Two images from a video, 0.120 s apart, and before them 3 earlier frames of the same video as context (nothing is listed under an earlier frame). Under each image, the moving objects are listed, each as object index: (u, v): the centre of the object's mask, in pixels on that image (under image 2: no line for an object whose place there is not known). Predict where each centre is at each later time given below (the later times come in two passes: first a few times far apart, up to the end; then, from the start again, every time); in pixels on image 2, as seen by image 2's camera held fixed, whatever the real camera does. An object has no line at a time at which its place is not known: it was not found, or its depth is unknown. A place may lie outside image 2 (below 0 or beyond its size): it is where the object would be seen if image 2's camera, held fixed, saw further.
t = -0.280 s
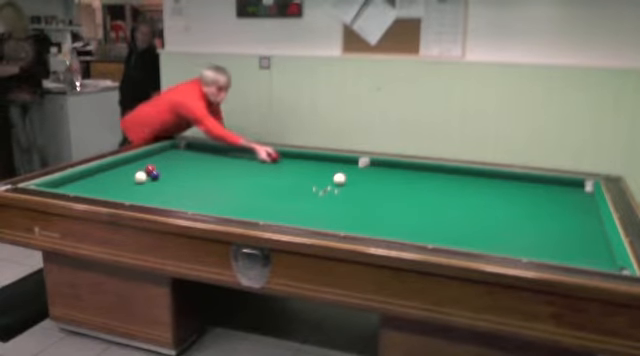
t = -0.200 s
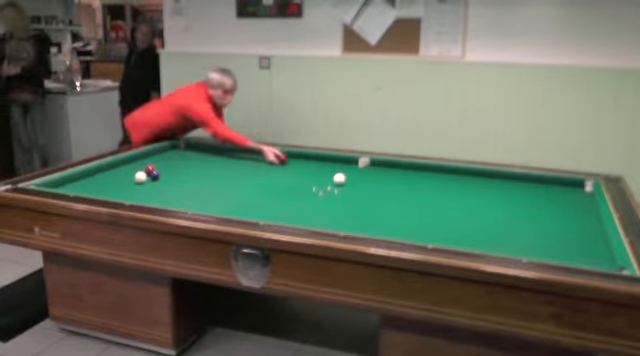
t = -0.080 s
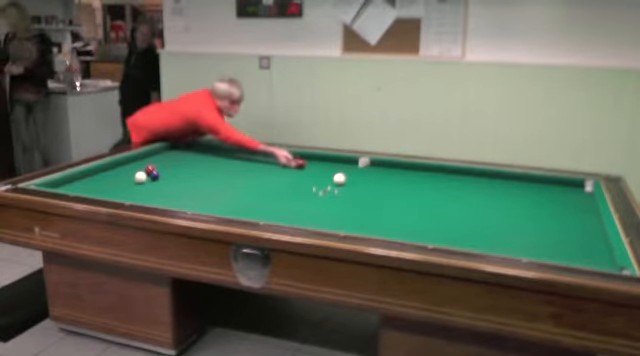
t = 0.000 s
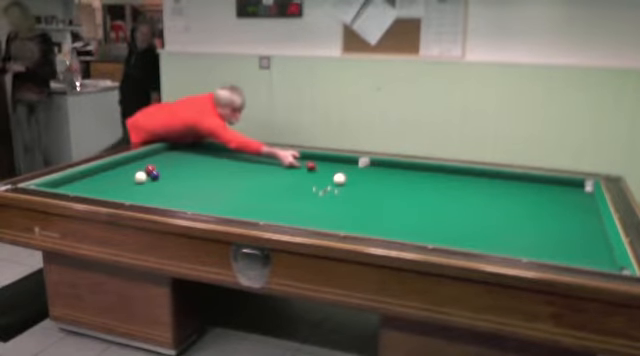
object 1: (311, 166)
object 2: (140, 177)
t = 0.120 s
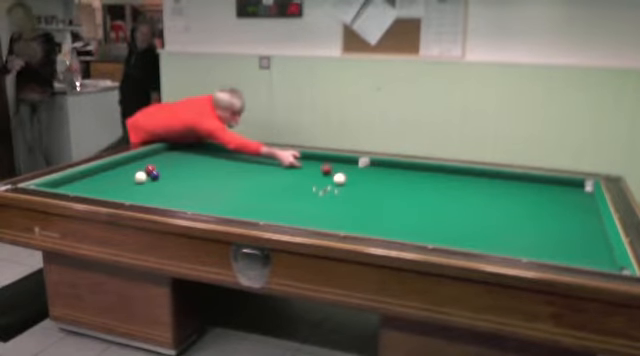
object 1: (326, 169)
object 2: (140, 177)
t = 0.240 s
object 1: (343, 173)
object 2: (140, 177)
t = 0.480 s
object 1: (375, 181)
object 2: (140, 177)
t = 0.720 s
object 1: (411, 189)
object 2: (140, 177)
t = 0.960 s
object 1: (450, 199)
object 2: (140, 177)
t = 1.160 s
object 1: (485, 207)
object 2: (140, 177)
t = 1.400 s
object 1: (528, 218)
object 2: (140, 177)
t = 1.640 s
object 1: (575, 231)
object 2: (140, 177)
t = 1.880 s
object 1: (584, 237)
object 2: (140, 177)
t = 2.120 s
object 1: (556, 237)
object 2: (140, 177)
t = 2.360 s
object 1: (527, 238)
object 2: (140, 177)
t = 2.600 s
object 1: (498, 238)
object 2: (140, 177)
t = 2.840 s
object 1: (468, 238)
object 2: (140, 177)
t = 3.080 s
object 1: (439, 237)
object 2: (140, 177)
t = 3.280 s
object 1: (414, 235)
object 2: (140, 177)
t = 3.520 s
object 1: (389, 234)
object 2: (140, 177)
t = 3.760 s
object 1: (367, 229)
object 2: (140, 177)
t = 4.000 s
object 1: (347, 226)
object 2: (140, 177)
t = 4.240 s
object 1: (328, 222)
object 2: (140, 177)
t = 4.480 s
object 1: (311, 219)
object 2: (140, 177)
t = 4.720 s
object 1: (296, 216)
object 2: (140, 177)
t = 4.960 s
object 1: (281, 213)
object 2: (140, 177)
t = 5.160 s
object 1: (270, 211)
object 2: (140, 177)
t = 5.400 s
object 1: (257, 207)
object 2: (140, 177)
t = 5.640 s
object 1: (245, 205)
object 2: (140, 177)
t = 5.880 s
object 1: (234, 201)
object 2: (140, 177)
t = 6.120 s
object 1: (224, 199)
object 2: (140, 177)
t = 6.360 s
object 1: (214, 196)
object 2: (140, 177)
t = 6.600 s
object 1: (206, 194)
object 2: (140, 177)
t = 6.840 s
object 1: (197, 191)
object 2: (140, 177)
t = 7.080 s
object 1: (190, 189)
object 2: (140, 177)
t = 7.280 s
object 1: (184, 188)
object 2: (140, 177)
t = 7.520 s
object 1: (177, 186)
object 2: (140, 177)
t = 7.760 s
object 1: (171, 184)
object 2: (140, 177)
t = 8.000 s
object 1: (165, 183)
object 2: (140, 177)
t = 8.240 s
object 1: (160, 181)
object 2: (140, 177)
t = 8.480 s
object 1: (155, 180)
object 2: (140, 177)
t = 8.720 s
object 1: (152, 178)
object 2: (140, 177)
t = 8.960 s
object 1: (151, 177)
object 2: (137, 177)
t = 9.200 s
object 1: (151, 177)
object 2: (134, 177)
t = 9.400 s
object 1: (151, 176)
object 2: (131, 176)
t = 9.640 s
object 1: (151, 176)
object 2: (129, 176)
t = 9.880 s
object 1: (151, 176)
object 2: (127, 176)
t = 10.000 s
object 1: (151, 176)
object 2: (126, 176)
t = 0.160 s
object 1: (331, 170)
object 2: (140, 177)
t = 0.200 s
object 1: (336, 170)
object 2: (140, 177)
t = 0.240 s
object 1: (343, 173)
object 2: (140, 177)
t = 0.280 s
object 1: (348, 175)
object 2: (140, 177)
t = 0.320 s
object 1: (353, 176)
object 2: (140, 177)
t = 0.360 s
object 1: (358, 177)
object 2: (140, 177)
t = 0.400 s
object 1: (364, 179)
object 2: (140, 177)
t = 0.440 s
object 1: (370, 180)
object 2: (140, 177)
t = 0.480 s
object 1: (375, 181)
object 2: (140, 177)
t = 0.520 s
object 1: (381, 182)
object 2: (140, 177)
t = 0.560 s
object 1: (387, 184)
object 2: (140, 177)
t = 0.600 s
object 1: (393, 185)
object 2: (140, 177)
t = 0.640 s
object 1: (399, 186)
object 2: (140, 177)
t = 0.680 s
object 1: (405, 188)
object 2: (140, 177)
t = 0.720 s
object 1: (411, 189)
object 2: (140, 177)
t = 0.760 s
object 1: (417, 191)
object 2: (140, 177)
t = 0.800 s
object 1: (424, 192)
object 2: (140, 177)
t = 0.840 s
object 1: (431, 194)
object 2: (140, 177)
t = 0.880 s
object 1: (436, 195)
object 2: (140, 177)
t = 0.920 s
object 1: (443, 197)
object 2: (140, 177)
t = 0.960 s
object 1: (450, 199)
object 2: (140, 177)
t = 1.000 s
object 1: (457, 200)
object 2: (140, 177)
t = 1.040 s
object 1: (464, 202)
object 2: (140, 177)
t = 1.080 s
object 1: (470, 204)
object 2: (140, 177)
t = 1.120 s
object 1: (477, 206)
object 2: (140, 177)
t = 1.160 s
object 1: (485, 207)
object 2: (140, 177)
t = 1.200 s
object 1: (491, 209)
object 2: (140, 177)
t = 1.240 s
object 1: (498, 211)
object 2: (140, 177)
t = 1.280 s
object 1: (505, 213)
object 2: (140, 177)
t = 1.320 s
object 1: (513, 215)
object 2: (140, 177)
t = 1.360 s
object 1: (520, 216)
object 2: (140, 177)
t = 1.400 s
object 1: (528, 218)
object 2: (140, 177)
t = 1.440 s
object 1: (536, 220)
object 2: (140, 177)
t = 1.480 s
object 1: (543, 222)
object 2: (140, 177)
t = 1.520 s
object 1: (551, 224)
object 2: (140, 177)
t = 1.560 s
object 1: (559, 226)
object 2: (140, 177)
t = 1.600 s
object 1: (567, 228)
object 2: (140, 177)
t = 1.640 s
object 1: (575, 231)
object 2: (140, 177)
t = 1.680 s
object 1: (584, 232)
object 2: (140, 177)
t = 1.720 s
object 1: (591, 234)
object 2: (140, 177)
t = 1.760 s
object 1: (600, 236)
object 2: (140, 177)
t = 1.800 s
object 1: (596, 236)
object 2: (140, 177)
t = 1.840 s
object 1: (590, 237)
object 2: (140, 177)
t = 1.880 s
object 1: (584, 237)
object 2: (140, 177)
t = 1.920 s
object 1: (580, 236)
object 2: (140, 177)
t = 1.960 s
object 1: (575, 237)
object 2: (140, 177)
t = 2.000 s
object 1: (570, 237)
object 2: (140, 177)
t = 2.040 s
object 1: (565, 237)
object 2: (140, 177)
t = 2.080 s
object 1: (561, 237)
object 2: (140, 177)
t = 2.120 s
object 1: (556, 237)
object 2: (140, 177)
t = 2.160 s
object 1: (551, 237)
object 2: (140, 177)
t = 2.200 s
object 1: (546, 237)
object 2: (140, 177)
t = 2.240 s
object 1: (541, 238)
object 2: (140, 177)
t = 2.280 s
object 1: (537, 238)
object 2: (140, 177)
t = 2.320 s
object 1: (532, 238)
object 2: (140, 177)
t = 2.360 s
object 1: (527, 238)
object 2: (140, 177)
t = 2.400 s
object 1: (522, 238)
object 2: (140, 177)
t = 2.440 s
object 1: (517, 238)
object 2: (140, 177)
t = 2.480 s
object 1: (512, 238)
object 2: (140, 177)
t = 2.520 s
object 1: (507, 238)
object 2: (140, 177)
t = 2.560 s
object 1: (503, 238)
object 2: (140, 177)
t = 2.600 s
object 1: (498, 238)
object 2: (140, 177)
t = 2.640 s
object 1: (493, 238)
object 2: (140, 177)
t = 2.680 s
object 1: (488, 239)
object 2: (140, 177)
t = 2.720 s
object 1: (483, 238)
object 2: (140, 177)
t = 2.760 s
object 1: (478, 239)
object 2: (140, 177)
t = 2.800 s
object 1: (473, 238)
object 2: (140, 177)
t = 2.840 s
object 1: (468, 238)
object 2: (140, 177)
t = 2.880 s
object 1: (463, 238)
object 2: (140, 177)
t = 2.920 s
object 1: (458, 237)
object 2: (140, 177)
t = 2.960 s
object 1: (453, 238)
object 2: (140, 177)
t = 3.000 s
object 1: (449, 237)
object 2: (140, 177)
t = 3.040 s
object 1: (444, 237)
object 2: (140, 177)
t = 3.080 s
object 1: (439, 237)
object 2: (140, 177)
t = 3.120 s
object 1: (434, 236)
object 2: (140, 177)
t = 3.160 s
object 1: (429, 236)
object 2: (140, 177)
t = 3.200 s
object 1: (424, 236)
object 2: (140, 177)
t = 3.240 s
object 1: (419, 236)
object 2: (140, 177)
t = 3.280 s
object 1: (414, 235)
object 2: (140, 177)
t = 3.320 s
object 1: (410, 235)
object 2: (140, 177)
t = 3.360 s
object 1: (405, 235)
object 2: (140, 177)
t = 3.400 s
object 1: (401, 235)
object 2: (140, 177)
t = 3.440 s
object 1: (396, 235)
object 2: (140, 177)
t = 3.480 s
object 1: (394, 235)
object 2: (140, 177)
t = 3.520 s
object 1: (389, 234)
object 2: (140, 177)
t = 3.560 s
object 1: (384, 234)
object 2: (140, 177)
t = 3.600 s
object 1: (379, 232)
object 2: (140, 177)
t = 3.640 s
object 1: (377, 231)
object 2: (140, 177)
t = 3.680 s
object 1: (374, 231)
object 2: (140, 177)
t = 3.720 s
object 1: (370, 230)
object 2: (140, 177)
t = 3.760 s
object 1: (367, 229)
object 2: (140, 177)
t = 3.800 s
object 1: (363, 228)
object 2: (140, 177)
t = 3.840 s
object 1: (359, 228)
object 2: (140, 177)
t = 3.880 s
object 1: (356, 227)
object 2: (140, 177)
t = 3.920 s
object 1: (352, 227)
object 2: (140, 177)
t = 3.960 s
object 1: (349, 226)
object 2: (140, 177)
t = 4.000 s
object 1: (347, 226)
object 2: (140, 177)
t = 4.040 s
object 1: (343, 225)
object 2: (140, 177)
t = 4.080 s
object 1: (340, 224)
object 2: (140, 177)
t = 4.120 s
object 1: (337, 224)
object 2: (140, 177)
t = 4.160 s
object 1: (334, 223)
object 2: (140, 177)
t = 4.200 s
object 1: (331, 223)
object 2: (140, 177)
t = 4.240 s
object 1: (328, 222)
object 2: (140, 177)
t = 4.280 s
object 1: (325, 222)
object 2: (140, 177)
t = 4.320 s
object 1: (322, 221)
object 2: (140, 177)
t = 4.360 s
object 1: (320, 221)
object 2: (140, 177)
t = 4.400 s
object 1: (317, 220)
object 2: (140, 177)
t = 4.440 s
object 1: (314, 220)
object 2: (140, 177)
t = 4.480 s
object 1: (311, 219)
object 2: (140, 177)
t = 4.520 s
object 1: (309, 219)
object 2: (140, 177)
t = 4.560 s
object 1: (306, 218)
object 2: (140, 177)
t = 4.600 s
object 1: (303, 218)
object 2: (140, 177)
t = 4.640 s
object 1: (301, 217)
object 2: (140, 177)
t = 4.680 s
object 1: (298, 217)
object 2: (140, 177)
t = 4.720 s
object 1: (296, 216)
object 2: (140, 177)
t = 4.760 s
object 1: (293, 215)
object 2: (140, 177)
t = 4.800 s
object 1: (290, 215)
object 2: (140, 177)
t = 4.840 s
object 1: (288, 214)
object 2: (140, 177)
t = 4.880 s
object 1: (286, 214)
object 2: (140, 177)
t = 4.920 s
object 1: (283, 213)
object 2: (140, 177)
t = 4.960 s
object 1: (281, 213)
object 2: (140, 177)
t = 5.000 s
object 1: (279, 212)
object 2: (140, 177)
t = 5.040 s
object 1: (276, 212)
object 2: (140, 177)
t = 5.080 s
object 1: (274, 211)
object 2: (140, 177)
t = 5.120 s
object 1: (272, 211)
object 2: (140, 177)
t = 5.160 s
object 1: (270, 211)
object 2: (140, 177)
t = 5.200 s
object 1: (268, 210)
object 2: (140, 177)
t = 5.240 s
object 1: (266, 209)
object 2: (140, 177)
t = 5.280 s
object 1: (263, 209)
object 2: (140, 177)
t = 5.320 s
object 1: (261, 208)
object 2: (140, 177)
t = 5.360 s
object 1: (259, 208)
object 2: (140, 177)
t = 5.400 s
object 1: (257, 207)
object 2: (140, 177)
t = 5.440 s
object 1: (255, 207)
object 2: (140, 177)
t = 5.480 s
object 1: (253, 206)
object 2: (140, 177)
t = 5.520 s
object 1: (251, 206)
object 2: (140, 177)
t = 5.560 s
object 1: (249, 205)
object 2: (140, 177)
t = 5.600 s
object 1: (247, 205)
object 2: (140, 177)
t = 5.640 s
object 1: (245, 205)
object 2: (140, 177)
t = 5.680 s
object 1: (243, 204)
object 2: (140, 177)
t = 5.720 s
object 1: (241, 204)
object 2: (140, 177)
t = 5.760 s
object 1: (239, 203)
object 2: (140, 177)
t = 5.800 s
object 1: (238, 203)
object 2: (140, 177)
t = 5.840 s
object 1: (236, 202)
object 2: (140, 177)
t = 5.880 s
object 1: (234, 201)
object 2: (140, 177)
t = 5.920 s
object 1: (232, 201)
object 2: (140, 177)
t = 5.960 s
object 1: (231, 200)
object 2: (140, 177)
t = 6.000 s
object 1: (229, 200)
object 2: (140, 177)
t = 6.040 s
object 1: (227, 200)
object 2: (140, 177)
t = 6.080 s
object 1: (225, 199)
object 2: (140, 177)
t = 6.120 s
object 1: (224, 199)
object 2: (140, 177)
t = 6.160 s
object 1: (222, 198)
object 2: (140, 177)
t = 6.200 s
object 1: (220, 198)
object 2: (140, 177)
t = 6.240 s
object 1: (219, 197)
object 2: (140, 177)
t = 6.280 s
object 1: (217, 197)
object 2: (140, 177)
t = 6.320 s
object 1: (216, 197)
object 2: (140, 177)
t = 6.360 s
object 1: (214, 196)
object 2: (140, 177)
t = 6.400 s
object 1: (213, 195)
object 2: (140, 177)
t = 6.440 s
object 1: (211, 195)
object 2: (140, 177)
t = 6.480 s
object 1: (210, 195)
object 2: (140, 177)
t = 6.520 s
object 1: (208, 194)
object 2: (140, 177)
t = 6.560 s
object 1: (207, 194)
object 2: (140, 177)
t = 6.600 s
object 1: (206, 194)
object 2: (140, 177)
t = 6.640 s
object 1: (204, 193)
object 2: (140, 177)
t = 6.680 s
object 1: (202, 193)
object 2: (140, 177)
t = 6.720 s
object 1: (201, 193)
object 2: (140, 177)
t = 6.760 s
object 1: (200, 192)
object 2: (140, 177)
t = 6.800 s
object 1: (198, 192)
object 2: (140, 177)
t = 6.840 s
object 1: (197, 191)
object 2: (140, 177)
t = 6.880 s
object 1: (196, 191)
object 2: (140, 177)
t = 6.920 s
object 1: (195, 191)
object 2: (140, 177)
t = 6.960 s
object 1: (193, 190)
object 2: (140, 177)
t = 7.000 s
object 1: (192, 190)
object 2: (140, 177)
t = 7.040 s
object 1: (191, 190)
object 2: (140, 177)
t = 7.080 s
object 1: (190, 189)
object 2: (140, 177)
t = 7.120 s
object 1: (188, 189)
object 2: (140, 177)
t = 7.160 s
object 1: (187, 189)
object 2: (140, 177)
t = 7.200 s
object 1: (186, 188)
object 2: (140, 177)
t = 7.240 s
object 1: (185, 188)
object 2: (140, 177)
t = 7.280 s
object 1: (184, 188)
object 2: (140, 177)
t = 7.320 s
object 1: (182, 187)
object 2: (140, 177)
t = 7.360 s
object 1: (181, 187)
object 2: (140, 177)
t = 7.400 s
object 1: (180, 187)
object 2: (140, 177)
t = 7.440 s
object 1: (179, 187)
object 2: (140, 177)
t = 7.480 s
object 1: (178, 186)
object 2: (140, 177)
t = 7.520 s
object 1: (177, 186)
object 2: (140, 177)
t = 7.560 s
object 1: (176, 186)
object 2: (140, 177)
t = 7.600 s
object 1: (175, 186)
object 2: (140, 177)
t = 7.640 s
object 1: (174, 185)
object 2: (140, 177)
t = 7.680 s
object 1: (173, 185)
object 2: (140, 177)
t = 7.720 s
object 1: (172, 185)
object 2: (140, 177)
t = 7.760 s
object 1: (171, 184)
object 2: (140, 177)
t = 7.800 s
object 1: (170, 184)
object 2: (140, 177)
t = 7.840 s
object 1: (169, 184)
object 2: (140, 177)
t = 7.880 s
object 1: (168, 184)
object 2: (140, 177)
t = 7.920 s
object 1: (167, 183)
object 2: (140, 177)
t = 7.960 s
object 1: (166, 183)
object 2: (140, 177)
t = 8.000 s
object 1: (165, 183)
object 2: (140, 177)
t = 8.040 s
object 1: (164, 183)
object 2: (140, 177)
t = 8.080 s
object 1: (163, 182)
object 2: (140, 177)
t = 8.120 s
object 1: (162, 182)
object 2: (140, 177)
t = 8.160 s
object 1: (161, 182)
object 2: (140, 177)
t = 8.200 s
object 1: (161, 182)
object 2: (140, 177)
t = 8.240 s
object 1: (160, 181)
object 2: (140, 177)
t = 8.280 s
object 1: (159, 181)
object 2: (140, 177)
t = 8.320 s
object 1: (158, 181)
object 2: (140, 177)
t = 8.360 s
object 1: (157, 181)
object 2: (140, 177)
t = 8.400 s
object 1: (156, 181)
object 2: (140, 177)
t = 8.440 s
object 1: (156, 180)
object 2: (140, 177)
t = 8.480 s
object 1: (155, 180)
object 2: (140, 177)
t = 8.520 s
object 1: (154, 180)
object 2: (140, 177)
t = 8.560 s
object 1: (154, 179)
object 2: (140, 177)
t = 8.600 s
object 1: (153, 179)
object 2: (140, 177)
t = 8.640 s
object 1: (153, 178)
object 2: (140, 177)
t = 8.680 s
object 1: (152, 178)
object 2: (140, 177)
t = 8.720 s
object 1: (152, 178)
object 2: (140, 177)
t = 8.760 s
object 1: (151, 178)
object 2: (139, 177)
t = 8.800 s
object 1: (151, 177)
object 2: (139, 177)
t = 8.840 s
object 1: (151, 177)
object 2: (139, 177)
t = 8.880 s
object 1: (151, 177)
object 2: (138, 177)
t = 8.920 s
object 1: (151, 177)
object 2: (138, 177)
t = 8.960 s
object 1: (151, 177)
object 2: (137, 177)
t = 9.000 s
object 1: (151, 177)
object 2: (136, 177)
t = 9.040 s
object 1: (151, 177)
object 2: (136, 177)
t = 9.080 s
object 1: (151, 176)
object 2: (135, 177)
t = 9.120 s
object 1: (151, 176)
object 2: (134, 177)
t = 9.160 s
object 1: (151, 176)
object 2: (134, 177)
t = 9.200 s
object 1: (151, 177)
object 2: (134, 177)
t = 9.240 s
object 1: (151, 177)
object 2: (133, 177)
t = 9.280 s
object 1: (151, 176)
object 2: (133, 176)
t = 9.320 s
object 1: (151, 176)
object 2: (132, 176)
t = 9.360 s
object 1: (151, 176)
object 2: (132, 177)
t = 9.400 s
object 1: (151, 176)
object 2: (131, 176)
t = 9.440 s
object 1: (151, 176)
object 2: (131, 176)
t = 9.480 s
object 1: (151, 176)
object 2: (131, 176)
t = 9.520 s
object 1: (151, 176)
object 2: (130, 176)
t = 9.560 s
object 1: (151, 176)
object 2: (130, 176)
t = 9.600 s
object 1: (151, 176)
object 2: (129, 176)
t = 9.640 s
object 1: (151, 176)
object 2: (129, 176)
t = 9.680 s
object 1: (151, 176)
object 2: (128, 176)
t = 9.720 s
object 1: (151, 176)
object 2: (128, 176)
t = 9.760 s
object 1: (151, 176)
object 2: (128, 176)
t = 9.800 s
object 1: (151, 176)
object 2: (127, 176)
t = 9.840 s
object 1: (151, 176)
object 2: (127, 176)
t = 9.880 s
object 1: (151, 176)
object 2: (127, 176)
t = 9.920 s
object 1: (151, 176)
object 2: (126, 176)
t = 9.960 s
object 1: (151, 176)
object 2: (127, 176)
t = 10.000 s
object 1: (151, 176)
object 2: (126, 176)
